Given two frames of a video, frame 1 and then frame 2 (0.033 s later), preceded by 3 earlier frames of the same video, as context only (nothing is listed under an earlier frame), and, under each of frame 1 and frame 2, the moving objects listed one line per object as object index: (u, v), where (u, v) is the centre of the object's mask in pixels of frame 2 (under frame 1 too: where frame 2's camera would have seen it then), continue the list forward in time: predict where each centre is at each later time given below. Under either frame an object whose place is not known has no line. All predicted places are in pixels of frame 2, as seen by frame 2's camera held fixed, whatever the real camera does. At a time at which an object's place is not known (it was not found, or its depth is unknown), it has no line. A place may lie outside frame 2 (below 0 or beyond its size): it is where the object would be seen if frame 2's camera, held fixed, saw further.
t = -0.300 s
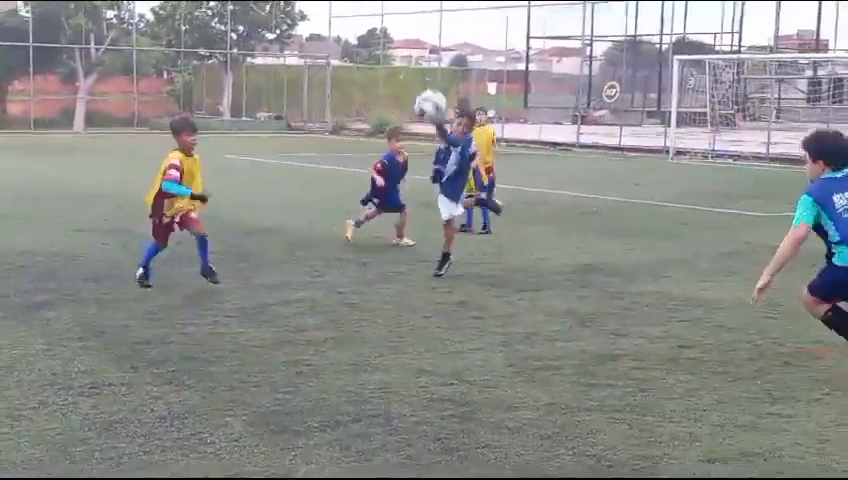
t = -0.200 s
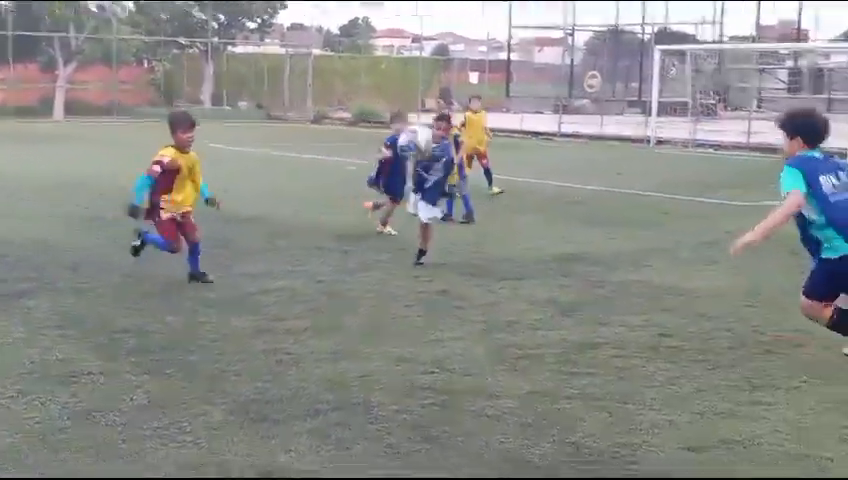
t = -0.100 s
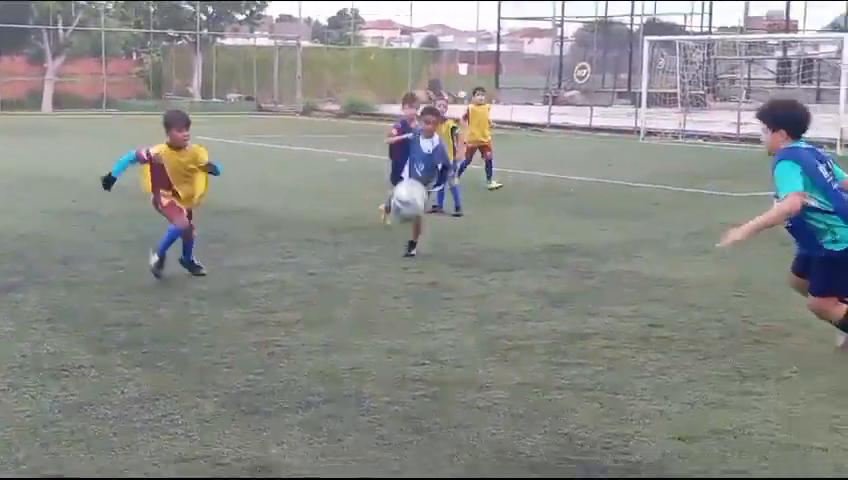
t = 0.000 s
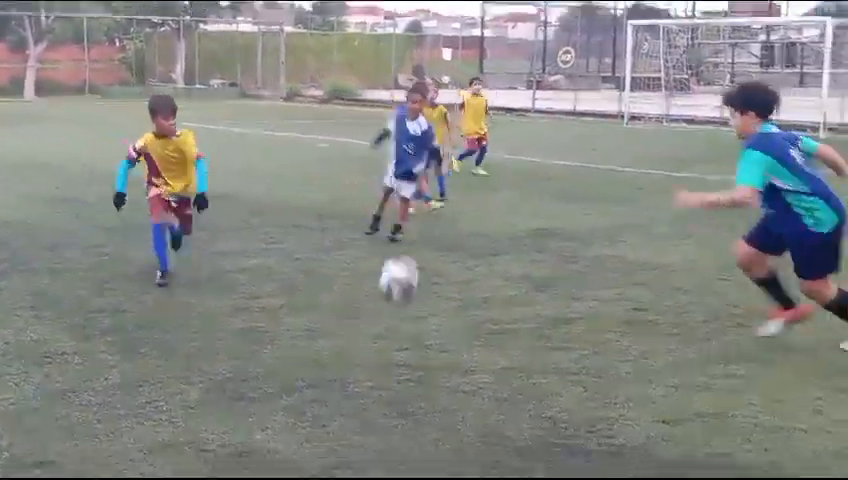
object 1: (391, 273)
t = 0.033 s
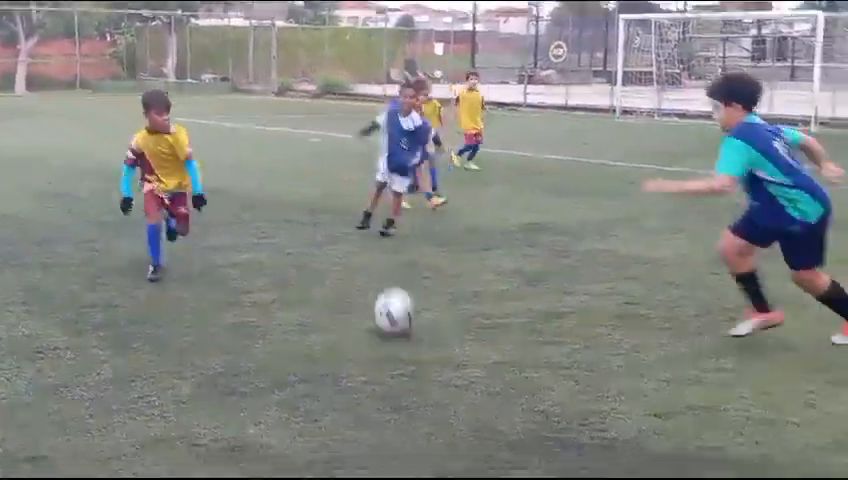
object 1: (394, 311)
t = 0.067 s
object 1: (398, 307)
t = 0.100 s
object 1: (406, 284)
